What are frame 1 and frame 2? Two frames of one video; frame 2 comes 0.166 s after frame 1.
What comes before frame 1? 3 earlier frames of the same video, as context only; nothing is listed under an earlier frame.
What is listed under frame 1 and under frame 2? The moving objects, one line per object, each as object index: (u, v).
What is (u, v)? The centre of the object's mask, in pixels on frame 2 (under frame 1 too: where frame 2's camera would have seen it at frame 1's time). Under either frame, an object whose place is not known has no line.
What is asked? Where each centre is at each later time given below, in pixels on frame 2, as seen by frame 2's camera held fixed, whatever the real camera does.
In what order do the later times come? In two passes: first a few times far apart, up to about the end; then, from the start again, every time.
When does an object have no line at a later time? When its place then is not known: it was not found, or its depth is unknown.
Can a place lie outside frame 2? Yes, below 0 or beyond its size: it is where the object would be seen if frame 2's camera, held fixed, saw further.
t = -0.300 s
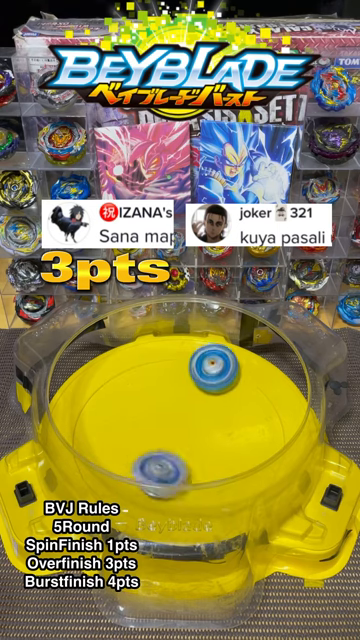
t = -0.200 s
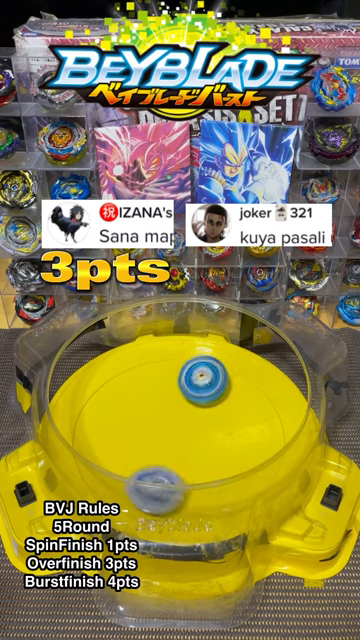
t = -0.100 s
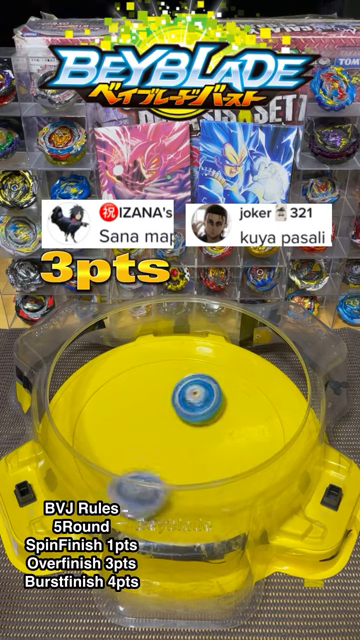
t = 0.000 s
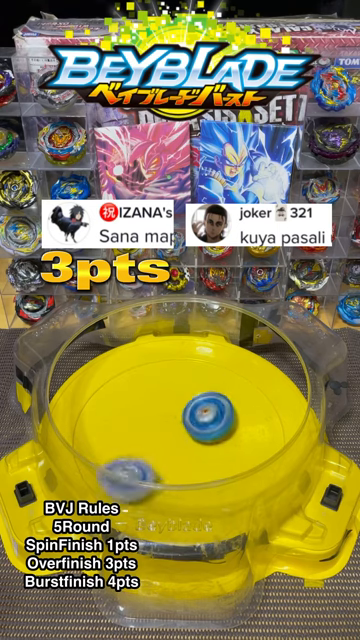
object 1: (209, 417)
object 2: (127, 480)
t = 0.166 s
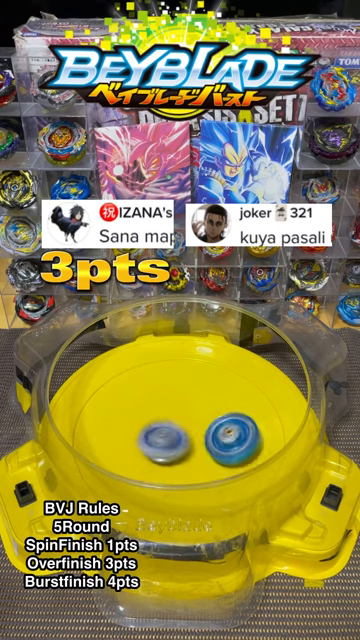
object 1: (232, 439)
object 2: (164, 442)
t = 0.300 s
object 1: (251, 445)
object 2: (199, 426)
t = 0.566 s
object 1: (265, 452)
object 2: (227, 400)
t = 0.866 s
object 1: (199, 491)
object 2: (228, 409)
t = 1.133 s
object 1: (160, 495)
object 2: (197, 380)
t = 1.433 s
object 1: (110, 467)
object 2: (182, 396)
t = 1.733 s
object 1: (96, 424)
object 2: (132, 395)
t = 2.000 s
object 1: (100, 411)
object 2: (179, 408)
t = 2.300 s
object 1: (148, 408)
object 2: (181, 471)
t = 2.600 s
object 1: (204, 382)
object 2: (129, 441)
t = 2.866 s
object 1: (230, 381)
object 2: (180, 420)
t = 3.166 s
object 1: (237, 404)
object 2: (159, 452)
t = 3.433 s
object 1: (228, 447)
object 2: (178, 421)
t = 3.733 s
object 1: (204, 483)
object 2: (198, 439)
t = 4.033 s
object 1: (161, 474)
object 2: (172, 419)
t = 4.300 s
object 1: (121, 441)
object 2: (196, 420)
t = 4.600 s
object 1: (115, 405)
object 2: (163, 430)
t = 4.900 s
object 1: (147, 385)
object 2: (176, 426)
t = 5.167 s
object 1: (192, 385)
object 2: (184, 439)
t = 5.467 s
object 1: (229, 404)
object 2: (172, 436)
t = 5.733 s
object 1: (235, 434)
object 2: (181, 423)
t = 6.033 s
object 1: (207, 465)
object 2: (184, 416)
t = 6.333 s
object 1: (156, 467)
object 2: (179, 424)
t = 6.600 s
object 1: (115, 459)
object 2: (182, 414)
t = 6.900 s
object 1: (125, 428)
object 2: (198, 424)
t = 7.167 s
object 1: (148, 388)
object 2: (180, 448)
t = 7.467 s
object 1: (181, 374)
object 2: (162, 442)
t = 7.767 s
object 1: (220, 397)
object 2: (183, 429)
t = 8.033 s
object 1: (239, 427)
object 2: (176, 440)
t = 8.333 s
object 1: (210, 461)
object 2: (166, 434)
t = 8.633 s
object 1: (156, 464)
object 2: (179, 420)
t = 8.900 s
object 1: (126, 436)
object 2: (190, 425)
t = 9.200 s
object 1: (138, 401)
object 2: (181, 434)
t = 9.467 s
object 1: (175, 384)
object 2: (172, 441)
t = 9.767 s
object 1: (212, 399)
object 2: (167, 443)
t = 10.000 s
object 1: (227, 428)
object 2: (164, 436)
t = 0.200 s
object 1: (235, 441)
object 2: (175, 438)
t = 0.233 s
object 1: (240, 443)
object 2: (186, 434)
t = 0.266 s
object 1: (246, 445)
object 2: (193, 430)
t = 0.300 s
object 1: (251, 445)
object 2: (199, 426)
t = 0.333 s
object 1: (253, 446)
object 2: (207, 425)
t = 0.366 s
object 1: (261, 450)
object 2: (209, 420)
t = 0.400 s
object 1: (270, 455)
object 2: (209, 413)
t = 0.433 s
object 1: (272, 453)
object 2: (210, 408)
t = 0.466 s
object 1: (272, 453)
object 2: (212, 405)
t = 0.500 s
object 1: (272, 452)
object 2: (215, 403)
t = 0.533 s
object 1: (268, 452)
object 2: (220, 401)
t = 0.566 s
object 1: (265, 452)
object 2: (227, 400)
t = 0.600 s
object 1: (260, 454)
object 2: (233, 400)
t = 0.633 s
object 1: (255, 455)
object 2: (239, 402)
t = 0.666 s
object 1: (248, 456)
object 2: (243, 405)
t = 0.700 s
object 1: (240, 457)
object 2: (245, 411)
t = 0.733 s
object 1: (233, 461)
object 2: (244, 415)
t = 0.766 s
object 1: (223, 470)
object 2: (242, 414)
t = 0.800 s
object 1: (214, 478)
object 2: (238, 412)
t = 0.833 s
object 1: (207, 485)
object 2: (233, 411)
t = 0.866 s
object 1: (199, 491)
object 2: (228, 409)
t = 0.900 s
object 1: (193, 496)
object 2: (222, 406)
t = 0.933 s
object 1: (187, 500)
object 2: (216, 403)
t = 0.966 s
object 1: (185, 500)
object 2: (211, 399)
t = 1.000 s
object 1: (181, 500)
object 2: (206, 395)
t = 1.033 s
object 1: (176, 499)
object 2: (203, 391)
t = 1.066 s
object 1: (171, 498)
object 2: (200, 387)
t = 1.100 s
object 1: (165, 496)
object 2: (198, 383)
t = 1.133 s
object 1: (160, 495)
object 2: (197, 380)
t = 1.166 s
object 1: (154, 494)
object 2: (197, 378)
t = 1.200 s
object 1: (149, 491)
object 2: (197, 377)
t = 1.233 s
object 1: (143, 489)
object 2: (197, 377)
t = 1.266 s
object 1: (137, 486)
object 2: (197, 379)
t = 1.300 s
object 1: (131, 482)
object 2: (196, 381)
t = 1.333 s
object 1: (125, 479)
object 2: (194, 384)
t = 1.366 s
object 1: (120, 476)
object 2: (191, 388)
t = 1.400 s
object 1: (115, 472)
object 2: (187, 392)
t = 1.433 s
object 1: (110, 467)
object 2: (182, 396)
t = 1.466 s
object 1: (107, 463)
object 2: (176, 399)
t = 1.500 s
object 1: (105, 458)
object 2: (169, 402)
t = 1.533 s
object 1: (102, 453)
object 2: (162, 403)
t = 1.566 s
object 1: (100, 447)
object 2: (155, 404)
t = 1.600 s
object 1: (98, 443)
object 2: (148, 403)
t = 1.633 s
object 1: (97, 438)
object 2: (142, 402)
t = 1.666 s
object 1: (97, 433)
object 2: (136, 400)
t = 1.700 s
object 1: (97, 428)
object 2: (133, 398)
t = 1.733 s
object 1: (96, 424)
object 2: (132, 395)
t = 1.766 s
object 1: (94, 421)
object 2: (134, 391)
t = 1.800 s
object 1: (94, 418)
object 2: (137, 390)
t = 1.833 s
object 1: (95, 415)
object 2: (141, 390)
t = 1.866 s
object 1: (98, 413)
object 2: (146, 392)
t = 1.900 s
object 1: (102, 412)
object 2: (151, 396)
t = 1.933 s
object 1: (104, 410)
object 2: (157, 400)
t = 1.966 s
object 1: (100, 410)
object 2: (169, 404)
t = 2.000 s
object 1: (100, 411)
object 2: (179, 408)
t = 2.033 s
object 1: (101, 412)
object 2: (187, 414)
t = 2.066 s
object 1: (104, 413)
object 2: (194, 421)
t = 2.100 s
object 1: (108, 414)
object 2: (197, 430)
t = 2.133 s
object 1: (113, 415)
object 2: (198, 438)
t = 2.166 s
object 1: (119, 415)
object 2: (197, 446)
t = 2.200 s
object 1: (126, 414)
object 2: (195, 453)
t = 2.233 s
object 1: (133, 412)
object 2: (192, 459)
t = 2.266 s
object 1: (140, 410)
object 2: (188, 465)
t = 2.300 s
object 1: (148, 408)
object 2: (181, 471)
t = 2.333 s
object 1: (156, 405)
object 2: (172, 475)
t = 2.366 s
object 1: (163, 402)
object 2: (162, 477)
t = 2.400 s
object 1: (170, 398)
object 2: (153, 477)
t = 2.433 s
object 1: (177, 395)
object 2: (144, 475)
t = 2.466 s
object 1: (184, 391)
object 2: (136, 471)
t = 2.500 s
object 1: (189, 388)
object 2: (129, 465)
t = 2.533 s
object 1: (194, 386)
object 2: (125, 456)
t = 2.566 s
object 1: (199, 383)
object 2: (126, 448)
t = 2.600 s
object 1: (204, 382)
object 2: (129, 441)
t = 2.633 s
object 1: (207, 380)
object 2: (134, 434)
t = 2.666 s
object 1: (210, 380)
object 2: (140, 428)
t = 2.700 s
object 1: (213, 380)
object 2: (147, 422)
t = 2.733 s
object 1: (215, 381)
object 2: (157, 418)
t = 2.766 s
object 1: (216, 383)
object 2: (167, 415)
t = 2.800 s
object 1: (216, 385)
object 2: (175, 413)
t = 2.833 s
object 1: (224, 382)
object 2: (176, 417)
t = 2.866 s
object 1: (230, 381)
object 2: (180, 420)
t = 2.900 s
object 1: (233, 381)
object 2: (184, 425)
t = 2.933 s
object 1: (236, 382)
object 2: (186, 430)
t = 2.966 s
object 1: (238, 383)
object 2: (186, 436)
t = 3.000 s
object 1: (239, 385)
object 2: (187, 441)
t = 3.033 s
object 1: (239, 388)
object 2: (183, 447)
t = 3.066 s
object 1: (239, 392)
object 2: (178, 451)
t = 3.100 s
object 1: (239, 395)
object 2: (172, 453)
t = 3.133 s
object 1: (238, 399)
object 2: (166, 453)
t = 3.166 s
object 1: (237, 404)
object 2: (159, 452)
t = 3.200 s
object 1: (236, 409)
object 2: (154, 448)
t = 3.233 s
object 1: (236, 414)
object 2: (152, 443)
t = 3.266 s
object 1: (235, 419)
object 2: (150, 438)
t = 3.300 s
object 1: (234, 425)
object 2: (152, 432)
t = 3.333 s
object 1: (233, 430)
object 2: (157, 427)
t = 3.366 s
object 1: (232, 436)
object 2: (163, 424)
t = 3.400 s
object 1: (230, 442)
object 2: (170, 421)
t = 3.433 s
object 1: (228, 447)
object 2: (178, 421)
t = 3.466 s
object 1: (225, 453)
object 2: (185, 422)
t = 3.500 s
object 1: (223, 457)
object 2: (192, 423)
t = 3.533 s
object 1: (221, 461)
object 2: (198, 425)
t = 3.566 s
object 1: (220, 464)
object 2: (200, 427)
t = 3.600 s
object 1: (219, 473)
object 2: (203, 429)
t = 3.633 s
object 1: (215, 476)
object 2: (203, 433)
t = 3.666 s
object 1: (212, 479)
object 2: (203, 434)
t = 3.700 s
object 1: (208, 481)
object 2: (202, 437)
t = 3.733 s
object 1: (204, 483)
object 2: (198, 439)
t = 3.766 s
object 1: (200, 484)
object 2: (195, 439)
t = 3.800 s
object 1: (195, 484)
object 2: (189, 440)
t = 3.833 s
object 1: (190, 484)
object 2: (186, 438)
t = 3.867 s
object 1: (186, 484)
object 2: (182, 438)
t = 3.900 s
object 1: (182, 483)
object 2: (178, 435)
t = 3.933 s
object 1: (177, 482)
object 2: (175, 431)
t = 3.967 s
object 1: (173, 479)
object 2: (172, 428)
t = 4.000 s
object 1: (167, 477)
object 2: (173, 423)
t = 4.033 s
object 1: (161, 474)
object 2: (172, 419)
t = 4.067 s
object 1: (156, 471)
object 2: (175, 415)
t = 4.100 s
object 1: (150, 466)
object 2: (177, 413)
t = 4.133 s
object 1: (145, 463)
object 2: (182, 410)
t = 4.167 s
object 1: (139, 459)
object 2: (186, 410)
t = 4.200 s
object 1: (134, 454)
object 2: (191, 411)
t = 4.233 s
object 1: (130, 450)
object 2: (193, 413)
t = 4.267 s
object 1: (125, 445)
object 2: (197, 415)
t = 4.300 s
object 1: (121, 441)
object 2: (196, 420)
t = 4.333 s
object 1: (118, 436)
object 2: (197, 424)
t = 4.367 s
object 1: (116, 431)
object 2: (192, 428)
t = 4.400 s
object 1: (115, 428)
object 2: (190, 430)
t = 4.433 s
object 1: (114, 423)
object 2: (184, 433)
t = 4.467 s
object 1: (114, 419)
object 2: (179, 434)
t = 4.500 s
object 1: (114, 416)
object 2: (172, 434)
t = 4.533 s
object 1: (114, 412)
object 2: (168, 432)
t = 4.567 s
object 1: (114, 409)
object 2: (164, 431)
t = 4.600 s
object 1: (115, 405)
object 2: (163, 430)
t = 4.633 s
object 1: (117, 402)
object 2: (164, 428)
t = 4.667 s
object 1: (120, 399)
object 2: (164, 428)
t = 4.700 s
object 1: (122, 396)
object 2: (165, 427)
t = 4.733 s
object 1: (125, 394)
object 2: (165, 427)
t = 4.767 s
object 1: (129, 393)
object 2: (168, 425)
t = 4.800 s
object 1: (133, 391)
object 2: (168, 425)
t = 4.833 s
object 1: (137, 388)
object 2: (171, 425)
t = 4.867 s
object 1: (142, 387)
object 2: (174, 424)
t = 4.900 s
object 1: (147, 385)
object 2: (176, 426)
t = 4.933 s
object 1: (152, 385)
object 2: (180, 426)
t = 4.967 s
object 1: (157, 384)
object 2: (180, 428)
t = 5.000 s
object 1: (163, 384)
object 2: (184, 430)
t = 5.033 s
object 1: (169, 383)
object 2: (185, 431)
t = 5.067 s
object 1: (174, 383)
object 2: (184, 434)
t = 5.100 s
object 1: (180, 384)
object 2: (186, 436)
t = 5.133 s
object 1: (186, 385)
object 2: (185, 437)
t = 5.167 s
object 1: (192, 385)
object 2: (184, 439)
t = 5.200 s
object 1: (198, 386)
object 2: (184, 440)
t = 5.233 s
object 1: (203, 387)
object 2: (181, 441)
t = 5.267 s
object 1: (207, 389)
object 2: (180, 441)
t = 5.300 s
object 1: (212, 390)
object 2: (179, 440)
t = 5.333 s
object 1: (217, 393)
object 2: (177, 441)
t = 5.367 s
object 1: (221, 394)
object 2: (176, 440)
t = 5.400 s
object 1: (224, 397)
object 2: (175, 439)
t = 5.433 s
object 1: (227, 400)
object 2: (173, 438)
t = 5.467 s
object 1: (229, 404)
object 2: (172, 436)
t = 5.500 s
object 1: (232, 407)
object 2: (172, 434)
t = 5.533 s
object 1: (234, 410)
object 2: (172, 432)
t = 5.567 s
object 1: (235, 414)
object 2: (173, 430)
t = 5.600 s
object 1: (236, 418)
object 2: (174, 427)
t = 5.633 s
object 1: (236, 422)
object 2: (175, 427)
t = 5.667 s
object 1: (236, 426)
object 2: (178, 425)
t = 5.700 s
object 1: (236, 430)
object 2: (180, 423)
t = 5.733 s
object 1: (235, 434)
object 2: (181, 423)
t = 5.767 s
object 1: (233, 439)
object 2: (184, 422)
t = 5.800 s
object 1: (232, 444)
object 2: (184, 420)
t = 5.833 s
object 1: (231, 448)
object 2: (183, 419)
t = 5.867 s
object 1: (228, 452)
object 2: (183, 419)
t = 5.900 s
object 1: (224, 455)
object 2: (184, 418)
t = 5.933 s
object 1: (220, 459)
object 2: (184, 416)
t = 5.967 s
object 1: (217, 461)
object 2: (183, 417)
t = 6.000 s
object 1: (212, 463)
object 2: (184, 417)
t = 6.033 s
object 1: (207, 465)
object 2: (184, 416)
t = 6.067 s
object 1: (202, 467)
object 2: (184, 416)
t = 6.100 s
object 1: (197, 468)
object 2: (183, 417)
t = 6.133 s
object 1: (191, 469)
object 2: (183, 418)
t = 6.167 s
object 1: (186, 470)
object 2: (184, 418)
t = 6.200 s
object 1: (180, 470)
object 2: (183, 419)
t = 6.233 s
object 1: (174, 470)
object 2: (182, 420)
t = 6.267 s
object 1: (169, 469)
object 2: (181, 422)
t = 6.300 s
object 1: (162, 468)
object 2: (180, 423)
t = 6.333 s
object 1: (156, 467)
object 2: (179, 424)
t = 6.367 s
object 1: (151, 465)
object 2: (176, 425)
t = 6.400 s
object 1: (147, 464)
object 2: (173, 426)
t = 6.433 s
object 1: (142, 461)
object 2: (173, 427)
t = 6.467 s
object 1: (136, 460)
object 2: (173, 425)
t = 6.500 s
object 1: (127, 461)
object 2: (174, 420)
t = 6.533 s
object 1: (121, 461)
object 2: (176, 418)
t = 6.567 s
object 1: (117, 459)
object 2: (178, 416)
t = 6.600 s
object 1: (115, 459)
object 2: (182, 414)
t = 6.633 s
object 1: (115, 455)
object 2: (185, 412)
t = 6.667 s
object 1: (115, 453)
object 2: (190, 411)
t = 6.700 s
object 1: (114, 451)
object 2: (193, 411)
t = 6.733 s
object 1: (115, 449)
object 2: (197, 412)
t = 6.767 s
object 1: (117, 446)
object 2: (198, 414)
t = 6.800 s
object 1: (118, 441)
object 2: (198, 416)
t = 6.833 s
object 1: (120, 438)
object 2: (198, 420)
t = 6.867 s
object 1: (123, 434)
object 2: (198, 422)
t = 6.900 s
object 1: (125, 428)
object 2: (198, 424)
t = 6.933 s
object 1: (127, 423)
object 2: (196, 427)
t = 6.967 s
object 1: (131, 419)
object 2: (193, 430)
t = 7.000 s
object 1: (135, 415)
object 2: (190, 431)
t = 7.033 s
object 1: (138, 410)
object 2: (186, 432)
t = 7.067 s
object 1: (140, 404)
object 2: (183, 435)
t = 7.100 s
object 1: (142, 397)
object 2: (183, 440)
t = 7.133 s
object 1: (145, 392)
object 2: (182, 445)
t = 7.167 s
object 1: (148, 388)
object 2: (180, 448)
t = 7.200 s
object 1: (151, 384)
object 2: (179, 451)
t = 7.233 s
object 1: (155, 380)
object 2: (175, 453)
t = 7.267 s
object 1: (158, 378)
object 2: (173, 454)
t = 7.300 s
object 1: (162, 375)
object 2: (169, 454)
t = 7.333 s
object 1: (166, 373)
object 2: (166, 452)
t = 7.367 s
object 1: (170, 373)
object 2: (163, 451)
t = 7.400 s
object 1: (174, 373)
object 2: (163, 447)
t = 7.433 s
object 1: (177, 372)
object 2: (161, 444)
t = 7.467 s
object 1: (181, 374)
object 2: (162, 442)
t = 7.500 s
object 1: (186, 375)
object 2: (163, 439)
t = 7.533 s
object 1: (189, 377)
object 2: (165, 435)
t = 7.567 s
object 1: (193, 380)
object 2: (168, 432)
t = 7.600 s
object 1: (198, 382)
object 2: (171, 429)
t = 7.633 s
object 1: (202, 385)
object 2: (175, 427)
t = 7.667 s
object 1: (207, 388)
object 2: (178, 426)
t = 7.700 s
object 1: (213, 390)
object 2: (181, 427)
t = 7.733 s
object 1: (216, 394)
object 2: (182, 428)
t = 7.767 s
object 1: (220, 397)
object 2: (183, 429)
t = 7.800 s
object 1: (224, 400)
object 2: (183, 430)
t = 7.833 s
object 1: (228, 403)
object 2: (182, 432)
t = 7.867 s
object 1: (231, 407)
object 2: (182, 434)
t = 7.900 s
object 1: (234, 410)
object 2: (182, 436)
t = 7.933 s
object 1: (236, 414)
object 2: (181, 437)
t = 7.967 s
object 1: (238, 418)
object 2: (179, 438)
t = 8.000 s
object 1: (238, 422)
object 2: (178, 440)
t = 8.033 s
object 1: (239, 427)
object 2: (176, 440)
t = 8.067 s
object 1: (238, 430)
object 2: (175, 441)
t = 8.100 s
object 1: (237, 435)
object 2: (174, 441)
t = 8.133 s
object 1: (235, 439)
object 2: (173, 441)
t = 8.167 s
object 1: (231, 443)
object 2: (171, 440)
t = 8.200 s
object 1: (228, 447)
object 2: (169, 440)
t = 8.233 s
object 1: (225, 451)
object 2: (169, 439)
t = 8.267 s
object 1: (220, 454)
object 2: (168, 438)
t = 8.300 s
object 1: (216, 458)
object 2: (167, 436)
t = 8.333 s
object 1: (210, 461)
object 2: (166, 434)
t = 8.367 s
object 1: (204, 463)
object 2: (165, 432)
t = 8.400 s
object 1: (198, 465)
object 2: (166, 430)
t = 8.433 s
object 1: (193, 466)
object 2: (167, 428)
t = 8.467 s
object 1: (186, 467)
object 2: (169, 425)
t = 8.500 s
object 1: (180, 467)
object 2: (171, 423)
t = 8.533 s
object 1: (173, 467)
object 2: (173, 422)
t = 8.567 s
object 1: (168, 467)
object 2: (175, 421)
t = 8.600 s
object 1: (161, 465)
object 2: (177, 421)
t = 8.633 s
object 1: (156, 464)
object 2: (179, 420)
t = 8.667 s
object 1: (151, 462)
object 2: (181, 420)
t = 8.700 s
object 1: (145, 459)
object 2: (183, 421)
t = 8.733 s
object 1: (140, 456)
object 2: (183, 421)
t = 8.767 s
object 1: (136, 452)
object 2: (185, 422)
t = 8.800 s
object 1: (133, 449)
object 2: (187, 422)
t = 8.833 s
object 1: (131, 445)
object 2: (188, 423)
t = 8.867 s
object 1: (128, 440)
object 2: (189, 424)
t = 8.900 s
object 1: (126, 436)
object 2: (190, 425)
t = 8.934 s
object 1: (126, 431)
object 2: (191, 426)
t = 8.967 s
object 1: (125, 427)
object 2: (191, 428)
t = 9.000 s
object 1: (125, 422)
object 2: (190, 430)
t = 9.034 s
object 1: (126, 419)
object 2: (188, 431)
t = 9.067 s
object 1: (127, 414)
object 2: (186, 432)
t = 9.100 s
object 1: (129, 411)
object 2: (185, 433)
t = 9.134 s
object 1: (132, 407)
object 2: (184, 433)
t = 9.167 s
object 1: (135, 404)
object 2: (182, 433)
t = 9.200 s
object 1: (138, 401)
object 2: (181, 434)
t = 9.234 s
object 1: (142, 398)
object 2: (180, 434)
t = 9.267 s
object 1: (147, 396)
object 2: (177, 435)
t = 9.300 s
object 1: (151, 394)
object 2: (175, 435)
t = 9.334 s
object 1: (156, 392)
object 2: (173, 434)
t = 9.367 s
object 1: (161, 389)
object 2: (172, 437)
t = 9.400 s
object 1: (165, 386)
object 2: (172, 439)
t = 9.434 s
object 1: (170, 385)
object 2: (172, 440)
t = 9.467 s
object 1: (175, 384)
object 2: (172, 441)
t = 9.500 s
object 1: (179, 383)
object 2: (171, 444)
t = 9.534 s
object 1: (184, 384)
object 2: (168, 446)
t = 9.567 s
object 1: (189, 384)
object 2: (167, 446)
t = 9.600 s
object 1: (193, 385)
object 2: (166, 446)
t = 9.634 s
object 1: (197, 387)
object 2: (166, 446)
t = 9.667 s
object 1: (201, 389)
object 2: (167, 445)
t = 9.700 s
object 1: (205, 392)
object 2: (167, 445)
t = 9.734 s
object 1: (209, 395)
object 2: (166, 444)
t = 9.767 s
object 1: (212, 399)
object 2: (167, 443)
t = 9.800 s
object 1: (214, 403)
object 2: (166, 442)
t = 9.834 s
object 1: (218, 407)
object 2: (168, 440)
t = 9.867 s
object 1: (219, 412)
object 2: (171, 438)
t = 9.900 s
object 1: (221, 417)
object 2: (172, 437)
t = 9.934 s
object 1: (221, 421)
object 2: (173, 436)
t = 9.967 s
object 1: (225, 425)
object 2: (168, 436)
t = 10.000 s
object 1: (227, 428)
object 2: (164, 436)
